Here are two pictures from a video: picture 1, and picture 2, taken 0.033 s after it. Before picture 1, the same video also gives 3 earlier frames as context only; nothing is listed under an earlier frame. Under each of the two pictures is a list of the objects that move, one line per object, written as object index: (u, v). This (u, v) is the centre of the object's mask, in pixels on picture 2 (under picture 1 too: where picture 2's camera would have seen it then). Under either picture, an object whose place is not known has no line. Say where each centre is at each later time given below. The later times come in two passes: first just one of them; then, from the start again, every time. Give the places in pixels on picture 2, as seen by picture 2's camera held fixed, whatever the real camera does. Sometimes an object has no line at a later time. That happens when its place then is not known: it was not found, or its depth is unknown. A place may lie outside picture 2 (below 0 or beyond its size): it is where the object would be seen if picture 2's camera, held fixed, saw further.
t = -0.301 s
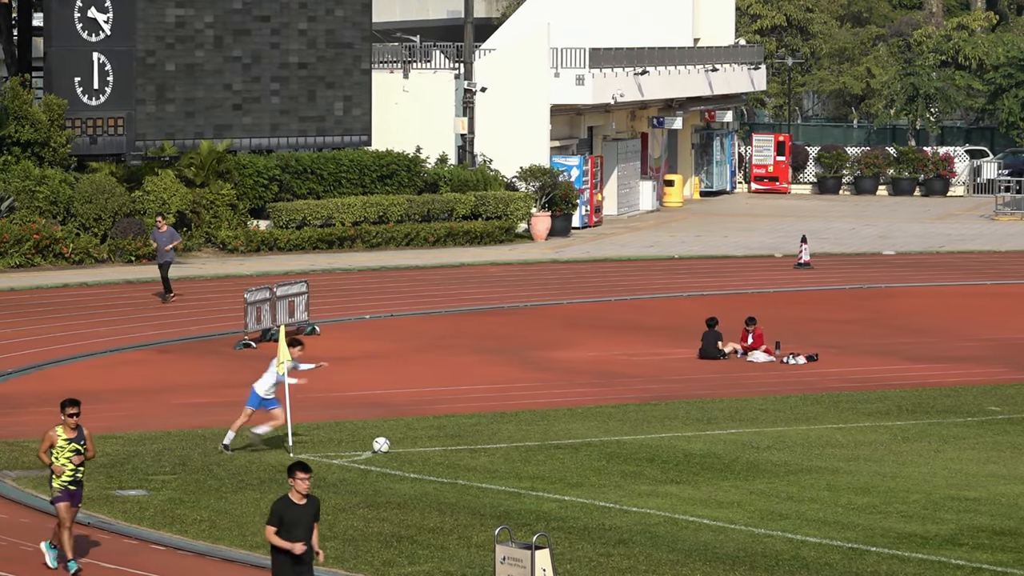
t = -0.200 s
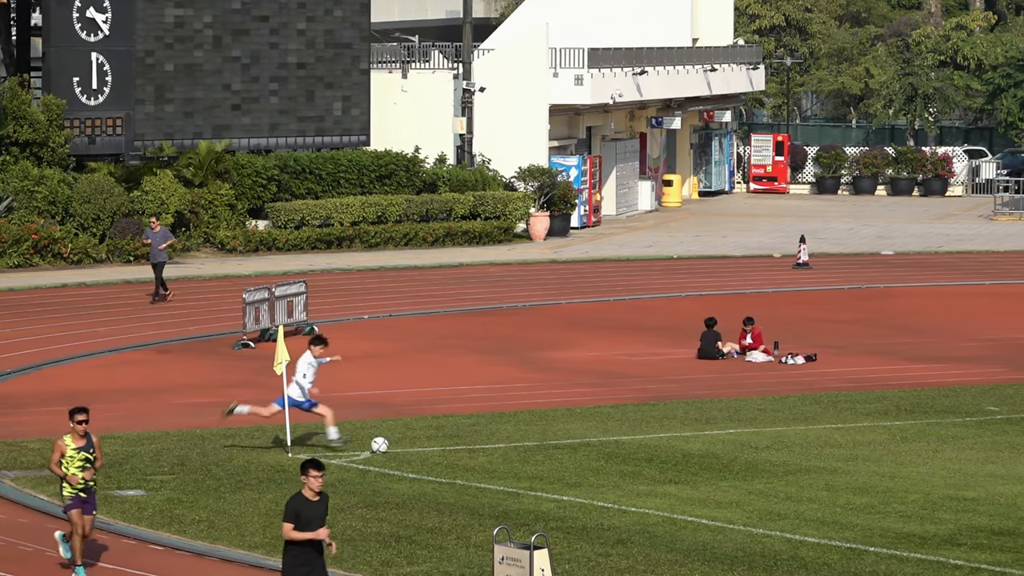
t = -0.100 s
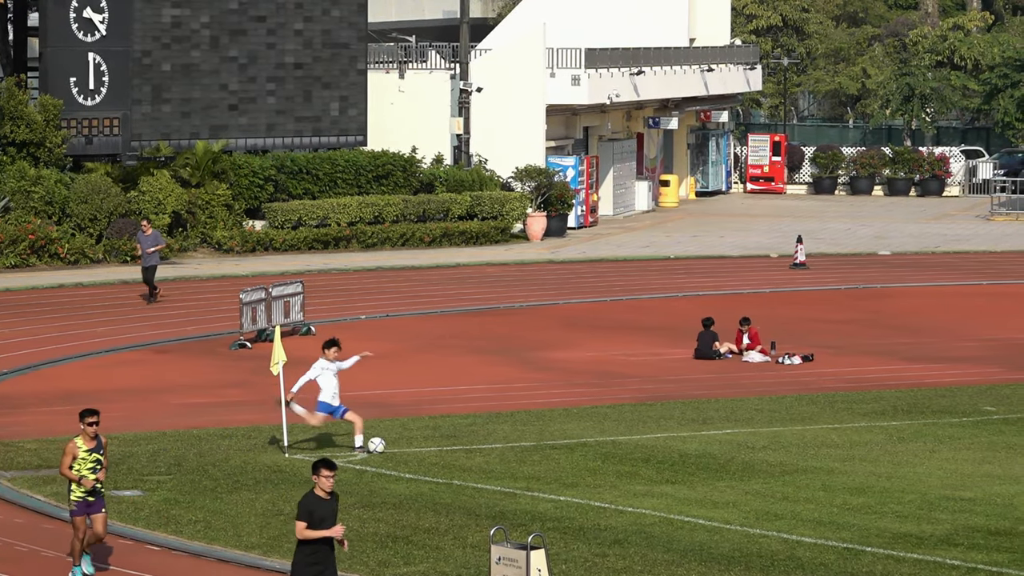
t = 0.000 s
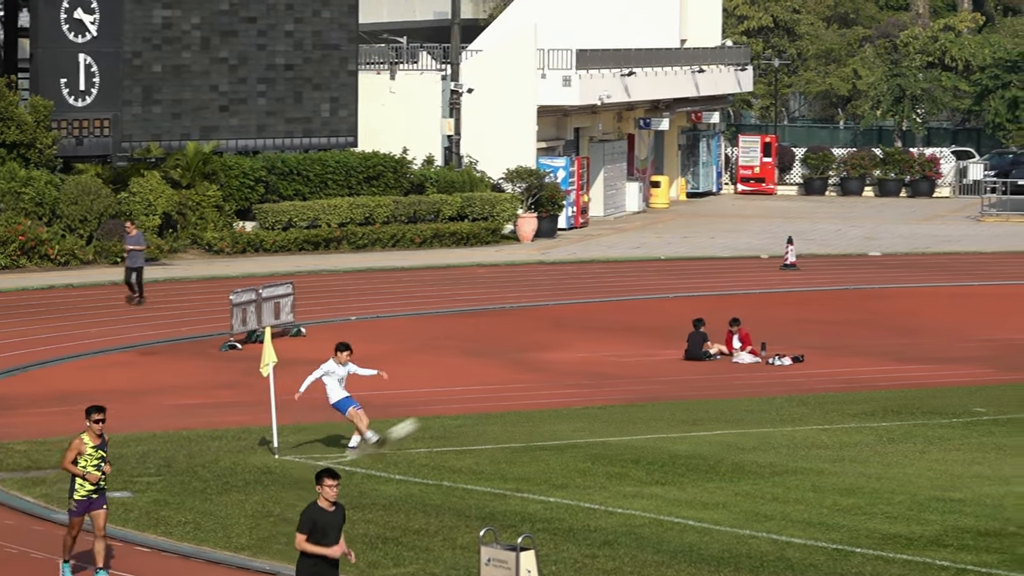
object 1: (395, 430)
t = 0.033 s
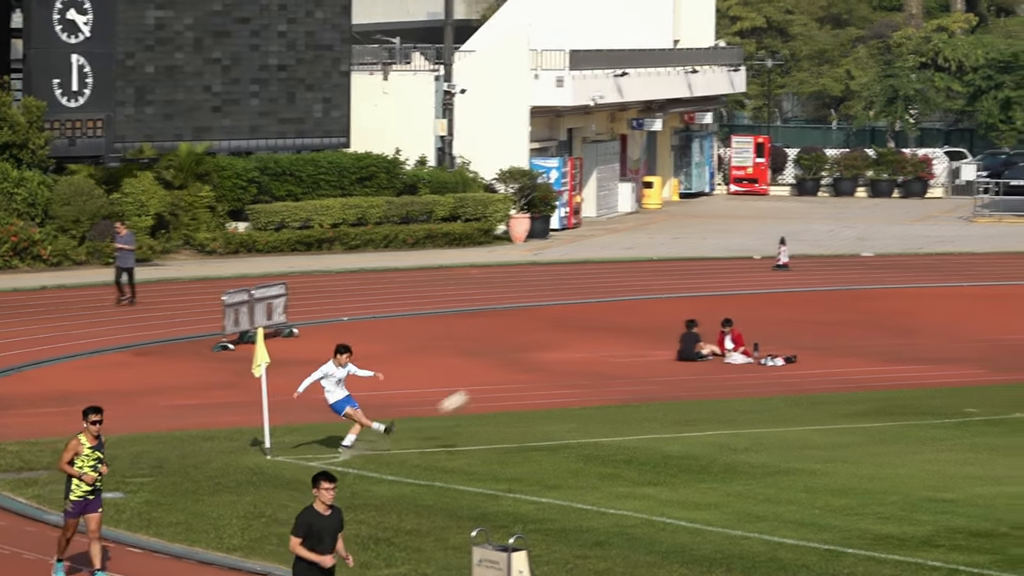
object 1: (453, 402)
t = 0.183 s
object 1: (699, 286)
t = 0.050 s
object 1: (482, 388)
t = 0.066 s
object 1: (511, 374)
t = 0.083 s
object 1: (538, 361)
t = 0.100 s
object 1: (566, 348)
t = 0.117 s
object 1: (593, 335)
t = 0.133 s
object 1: (619, 323)
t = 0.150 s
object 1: (646, 311)
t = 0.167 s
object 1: (672, 299)
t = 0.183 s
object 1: (699, 286)
